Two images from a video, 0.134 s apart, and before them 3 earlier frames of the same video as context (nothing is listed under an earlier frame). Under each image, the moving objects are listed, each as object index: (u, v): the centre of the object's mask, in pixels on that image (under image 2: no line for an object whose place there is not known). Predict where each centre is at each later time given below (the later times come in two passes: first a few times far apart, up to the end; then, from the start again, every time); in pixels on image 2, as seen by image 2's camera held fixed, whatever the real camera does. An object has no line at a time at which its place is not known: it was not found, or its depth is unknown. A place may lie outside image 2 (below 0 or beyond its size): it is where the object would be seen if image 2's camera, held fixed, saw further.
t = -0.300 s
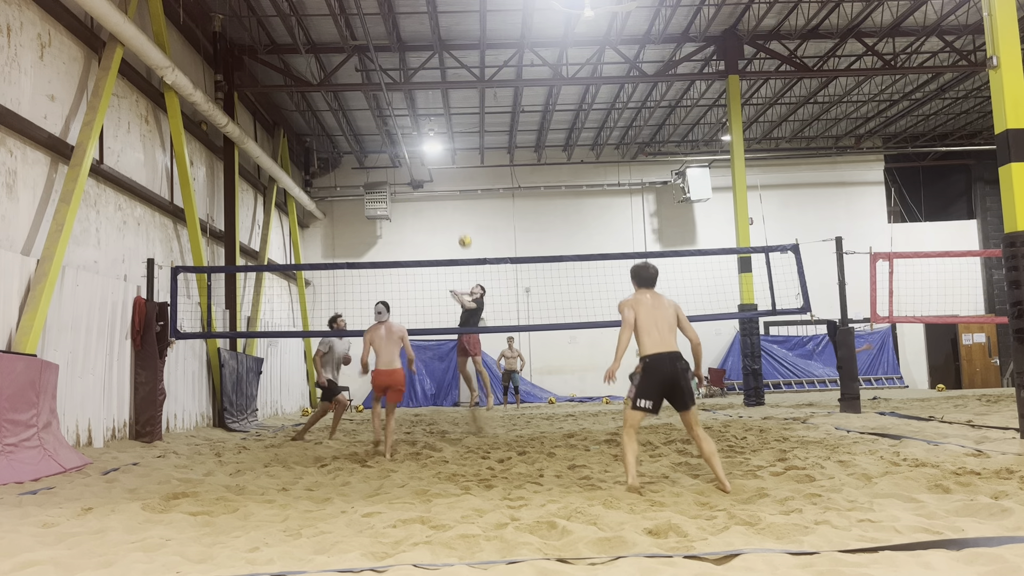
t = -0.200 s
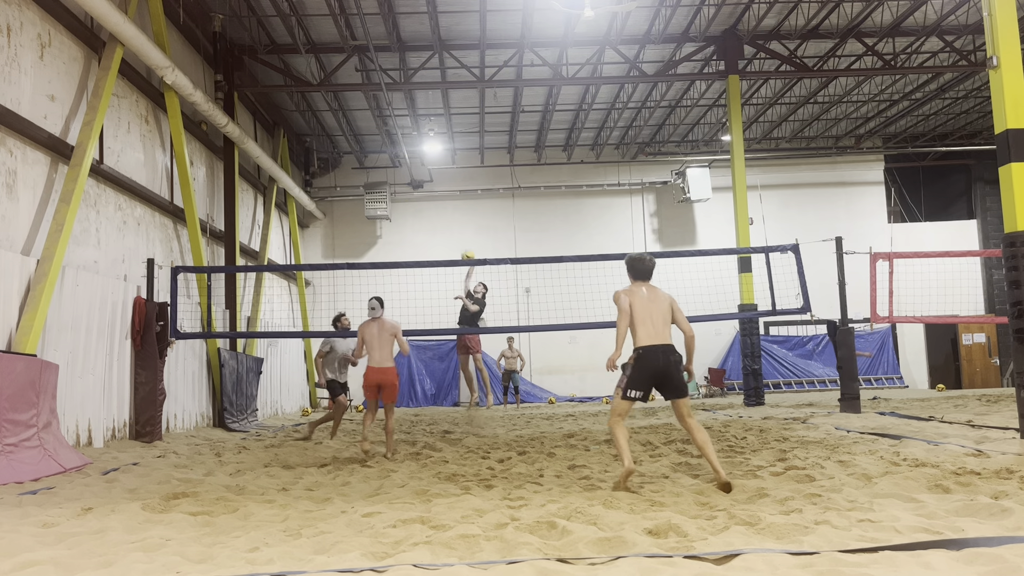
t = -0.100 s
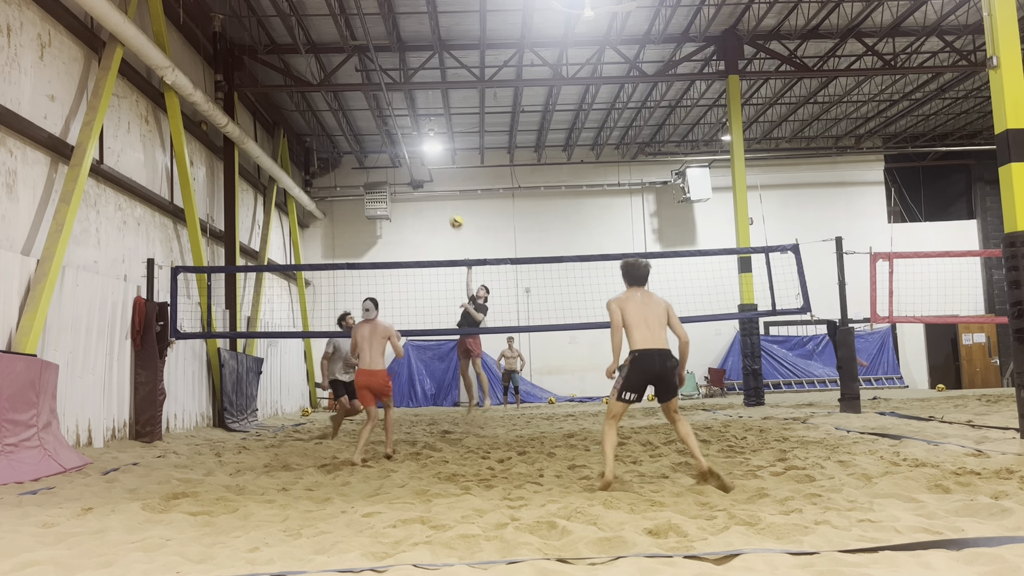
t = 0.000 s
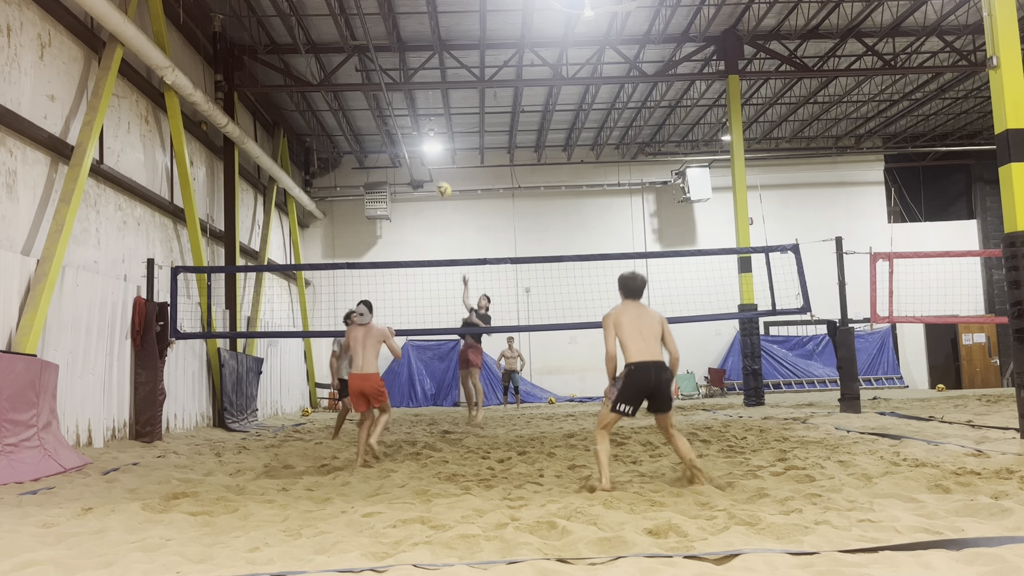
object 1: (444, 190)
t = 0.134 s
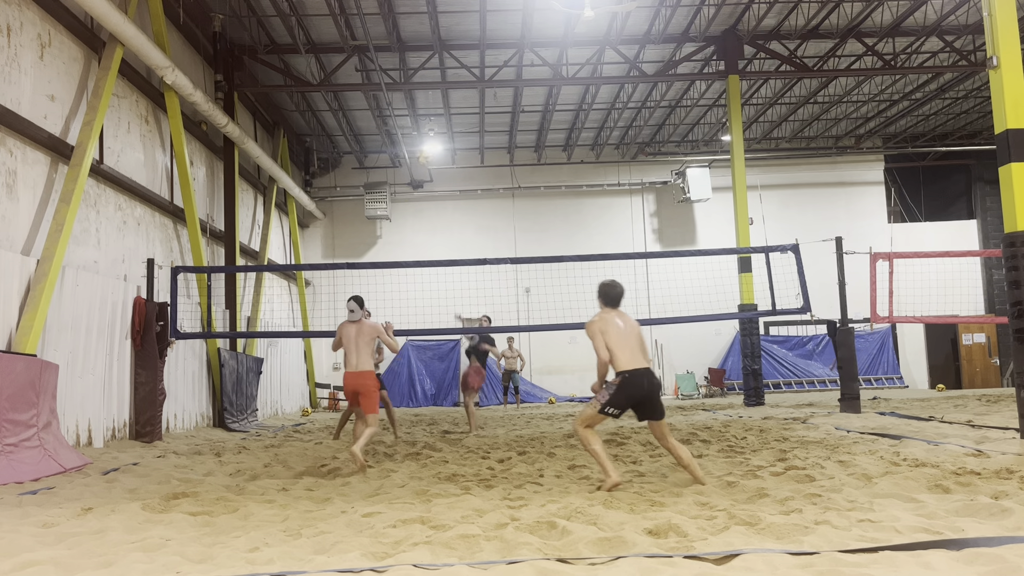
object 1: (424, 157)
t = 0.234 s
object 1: (407, 136)
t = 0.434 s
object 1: (367, 120)
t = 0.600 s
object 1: (322, 138)
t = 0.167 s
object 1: (418, 149)
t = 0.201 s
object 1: (413, 142)
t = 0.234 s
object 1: (407, 136)
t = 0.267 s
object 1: (401, 132)
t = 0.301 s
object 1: (394, 127)
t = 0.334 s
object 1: (388, 124)
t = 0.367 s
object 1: (381, 121)
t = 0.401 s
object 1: (374, 120)
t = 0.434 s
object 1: (367, 120)
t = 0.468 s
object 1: (358, 121)
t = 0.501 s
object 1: (350, 123)
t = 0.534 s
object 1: (341, 126)
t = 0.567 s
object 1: (332, 132)
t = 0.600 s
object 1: (322, 138)
